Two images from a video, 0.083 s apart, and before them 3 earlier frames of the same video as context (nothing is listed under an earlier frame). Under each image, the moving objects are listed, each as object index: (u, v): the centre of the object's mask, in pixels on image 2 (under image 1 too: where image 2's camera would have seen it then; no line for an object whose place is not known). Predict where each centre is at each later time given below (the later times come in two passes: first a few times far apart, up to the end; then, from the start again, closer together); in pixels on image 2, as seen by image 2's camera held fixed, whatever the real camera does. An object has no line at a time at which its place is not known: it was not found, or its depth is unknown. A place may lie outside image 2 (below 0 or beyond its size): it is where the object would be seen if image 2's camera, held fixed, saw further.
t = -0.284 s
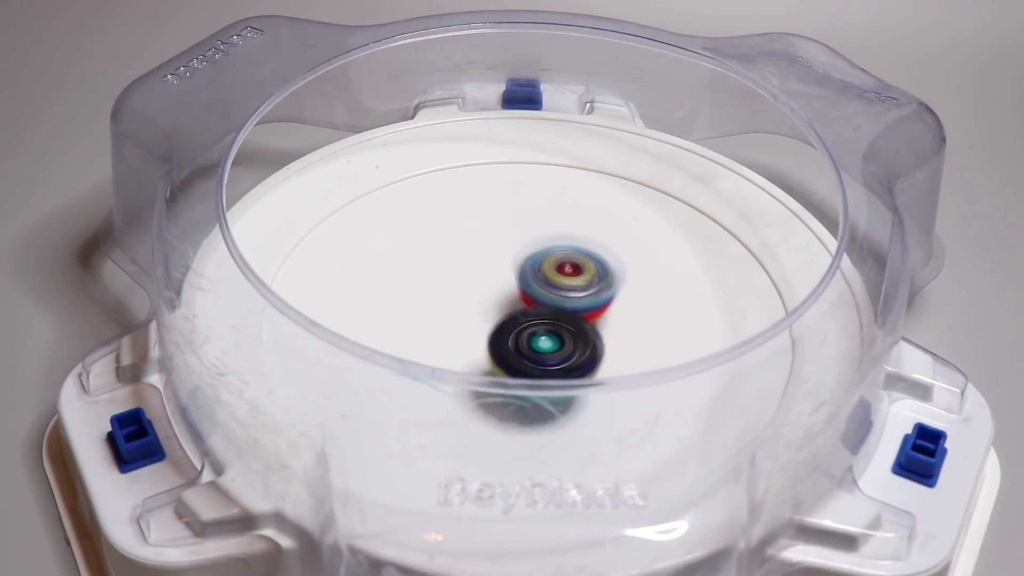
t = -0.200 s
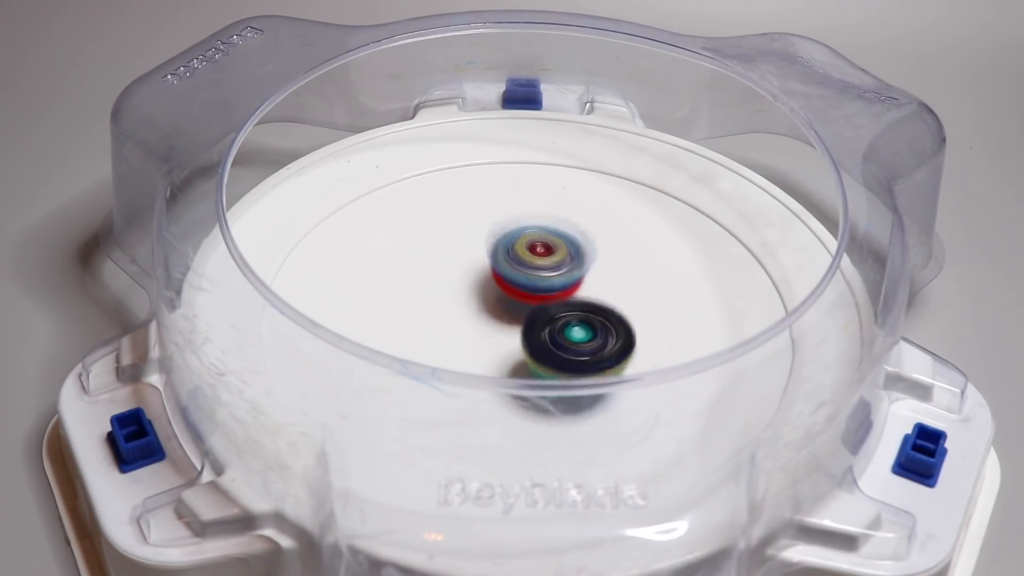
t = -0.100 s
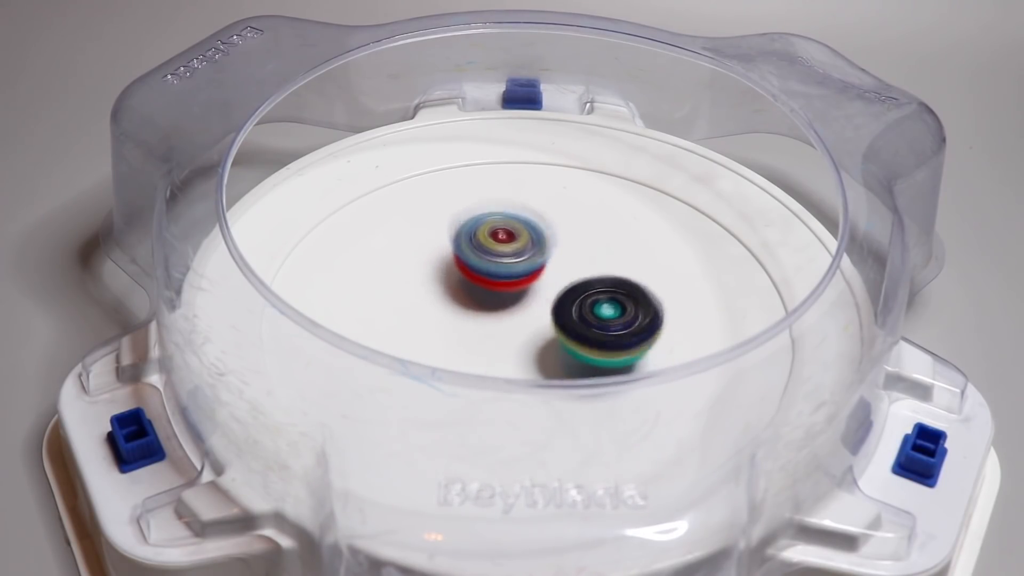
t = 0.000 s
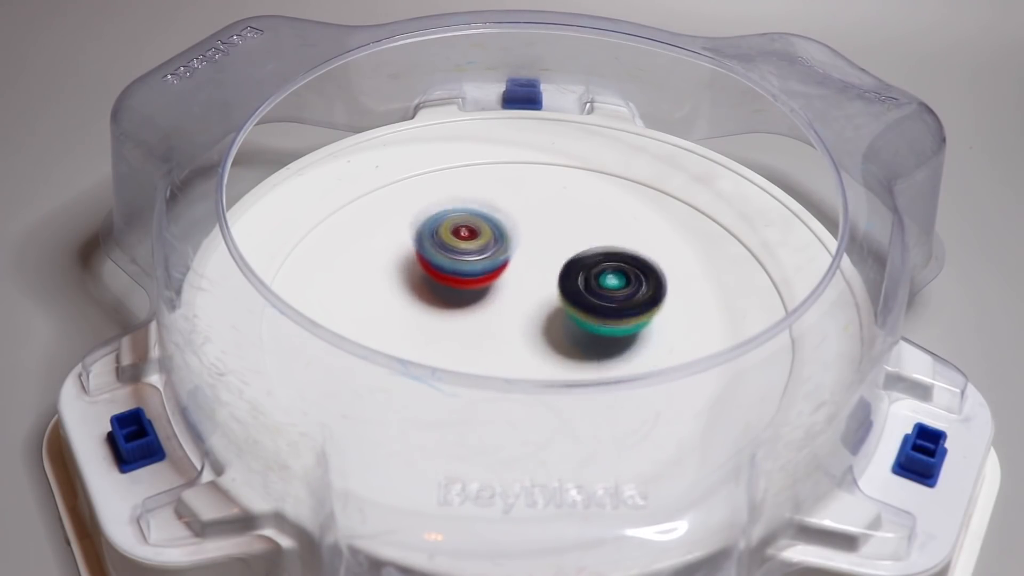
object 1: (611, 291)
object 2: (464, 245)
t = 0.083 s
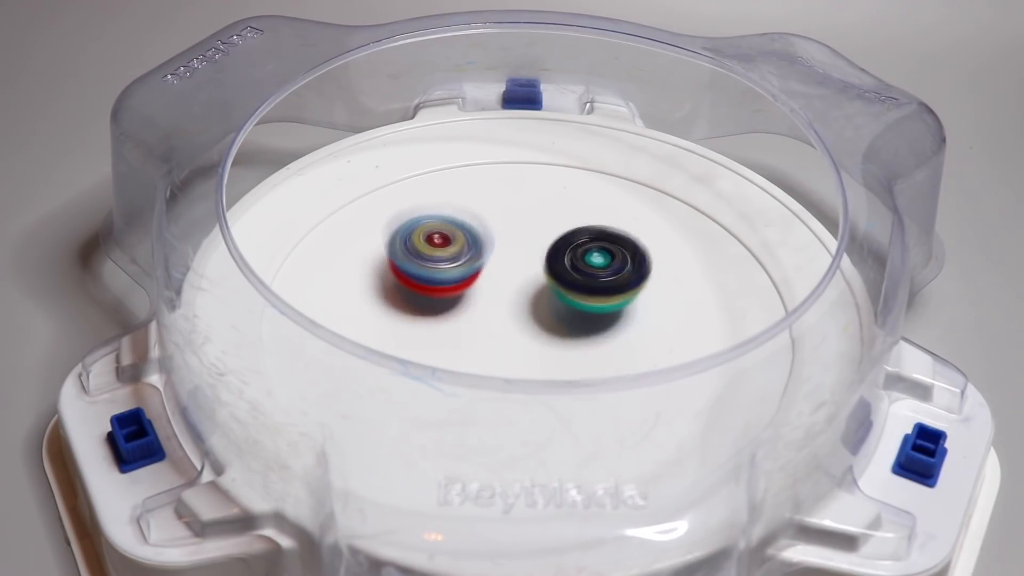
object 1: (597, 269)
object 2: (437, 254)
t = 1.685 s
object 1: (400, 293)
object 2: (614, 335)
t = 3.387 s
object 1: (553, 363)
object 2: (609, 302)
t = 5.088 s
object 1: (460, 293)
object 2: (559, 379)
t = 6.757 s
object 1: (514, 334)
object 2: (585, 245)
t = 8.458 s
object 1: (494, 332)
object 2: (589, 327)
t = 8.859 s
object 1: (494, 332)
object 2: (589, 327)
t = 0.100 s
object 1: (592, 265)
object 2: (432, 257)
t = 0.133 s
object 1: (581, 258)
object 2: (425, 263)
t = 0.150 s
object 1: (575, 255)
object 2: (422, 267)
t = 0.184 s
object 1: (562, 251)
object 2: (417, 274)
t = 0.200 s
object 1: (555, 250)
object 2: (416, 279)
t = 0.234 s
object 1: (541, 248)
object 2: (417, 289)
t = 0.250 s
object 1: (533, 248)
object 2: (418, 293)
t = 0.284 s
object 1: (519, 248)
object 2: (425, 301)
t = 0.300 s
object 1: (513, 249)
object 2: (428, 306)
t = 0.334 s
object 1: (500, 251)
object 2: (435, 316)
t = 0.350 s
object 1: (496, 253)
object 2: (437, 321)
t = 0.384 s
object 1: (486, 256)
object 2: (443, 330)
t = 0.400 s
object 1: (482, 259)
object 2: (447, 334)
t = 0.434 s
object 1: (475, 265)
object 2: (459, 341)
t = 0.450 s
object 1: (473, 268)
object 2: (463, 344)
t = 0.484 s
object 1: (471, 273)
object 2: (473, 365)
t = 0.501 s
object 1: (472, 277)
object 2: (478, 372)
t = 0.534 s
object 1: (475, 285)
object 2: (490, 376)
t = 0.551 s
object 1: (477, 288)
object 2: (499, 377)
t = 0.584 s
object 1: (485, 295)
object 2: (510, 395)
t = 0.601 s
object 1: (490, 299)
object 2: (517, 395)
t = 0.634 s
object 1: (500, 305)
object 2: (534, 399)
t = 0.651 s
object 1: (506, 307)
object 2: (541, 399)
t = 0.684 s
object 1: (520, 310)
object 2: (557, 401)
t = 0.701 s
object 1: (526, 310)
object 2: (564, 400)
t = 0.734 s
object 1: (539, 311)
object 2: (582, 400)
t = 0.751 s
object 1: (546, 310)
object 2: (588, 398)
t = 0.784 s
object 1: (559, 309)
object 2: (602, 395)
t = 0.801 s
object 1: (565, 308)
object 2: (609, 394)
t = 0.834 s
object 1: (577, 304)
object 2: (619, 375)
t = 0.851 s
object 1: (582, 301)
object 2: (626, 374)
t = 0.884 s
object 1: (590, 295)
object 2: (635, 369)
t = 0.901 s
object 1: (593, 292)
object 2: (638, 365)
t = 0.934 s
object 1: (597, 283)
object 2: (644, 360)
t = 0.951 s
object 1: (598, 279)
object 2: (647, 355)
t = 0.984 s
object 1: (595, 269)
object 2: (647, 342)
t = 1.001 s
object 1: (594, 265)
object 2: (648, 340)
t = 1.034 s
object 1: (588, 259)
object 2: (649, 336)
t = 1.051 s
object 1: (584, 255)
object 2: (648, 334)
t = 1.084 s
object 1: (574, 250)
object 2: (644, 329)
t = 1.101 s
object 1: (568, 248)
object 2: (640, 327)
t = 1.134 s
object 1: (557, 246)
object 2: (632, 321)
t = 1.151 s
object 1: (550, 246)
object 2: (626, 318)
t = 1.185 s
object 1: (537, 247)
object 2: (614, 312)
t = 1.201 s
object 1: (530, 247)
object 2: (610, 312)
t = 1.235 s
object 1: (516, 248)
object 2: (597, 311)
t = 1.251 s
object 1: (509, 248)
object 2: (589, 312)
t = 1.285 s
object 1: (489, 242)
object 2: (581, 324)
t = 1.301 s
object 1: (480, 239)
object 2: (577, 330)
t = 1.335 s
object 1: (461, 236)
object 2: (573, 342)
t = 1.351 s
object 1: (453, 235)
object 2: (572, 345)
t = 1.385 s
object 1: (440, 235)
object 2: (574, 353)
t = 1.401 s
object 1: (434, 235)
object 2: (579, 366)
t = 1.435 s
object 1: (423, 237)
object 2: (589, 378)
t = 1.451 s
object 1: (418, 239)
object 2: (596, 377)
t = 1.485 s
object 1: (409, 243)
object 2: (609, 395)
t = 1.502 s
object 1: (405, 245)
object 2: (617, 395)
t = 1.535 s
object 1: (397, 251)
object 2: (628, 392)
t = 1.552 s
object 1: (394, 255)
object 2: (633, 374)
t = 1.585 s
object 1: (390, 263)
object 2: (638, 368)
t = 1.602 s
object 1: (390, 268)
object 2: (637, 363)
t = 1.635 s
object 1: (391, 278)
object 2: (631, 345)
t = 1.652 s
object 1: (393, 283)
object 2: (626, 343)
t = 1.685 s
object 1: (400, 293)
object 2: (614, 335)
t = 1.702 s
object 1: (403, 298)
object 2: (604, 335)
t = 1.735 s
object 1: (415, 307)
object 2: (583, 327)
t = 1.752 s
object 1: (422, 312)
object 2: (572, 322)
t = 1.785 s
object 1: (435, 319)
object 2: (547, 320)
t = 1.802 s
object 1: (420, 320)
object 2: (554, 318)
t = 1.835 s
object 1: (374, 313)
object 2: (593, 314)
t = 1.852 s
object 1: (356, 310)
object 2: (609, 312)
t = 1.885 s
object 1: (312, 314)
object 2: (638, 302)
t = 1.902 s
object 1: (289, 320)
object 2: (650, 297)
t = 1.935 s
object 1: (267, 315)
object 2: (668, 283)
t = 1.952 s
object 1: (263, 315)
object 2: (676, 275)
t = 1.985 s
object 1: (277, 318)
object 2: (682, 258)
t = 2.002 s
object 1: (287, 320)
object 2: (682, 250)
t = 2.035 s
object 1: (312, 319)
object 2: (677, 235)
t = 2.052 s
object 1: (326, 318)
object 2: (671, 226)
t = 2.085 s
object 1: (358, 313)
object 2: (653, 216)
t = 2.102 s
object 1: (371, 315)
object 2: (640, 212)
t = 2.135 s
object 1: (402, 318)
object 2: (614, 209)
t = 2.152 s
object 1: (419, 320)
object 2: (601, 211)
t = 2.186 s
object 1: (451, 318)
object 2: (572, 218)
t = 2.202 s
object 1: (469, 315)
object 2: (560, 224)
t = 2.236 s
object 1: (502, 311)
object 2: (535, 239)
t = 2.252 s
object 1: (510, 320)
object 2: (533, 239)
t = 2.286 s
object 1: (515, 325)
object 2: (539, 233)
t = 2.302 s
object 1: (517, 334)
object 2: (543, 228)
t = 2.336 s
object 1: (522, 343)
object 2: (552, 224)
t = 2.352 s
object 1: (524, 346)
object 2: (555, 222)
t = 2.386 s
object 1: (527, 350)
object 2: (560, 218)
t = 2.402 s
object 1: (532, 363)
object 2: (562, 215)
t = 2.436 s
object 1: (537, 363)
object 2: (564, 210)
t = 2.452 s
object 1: (540, 368)
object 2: (563, 207)
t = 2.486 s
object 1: (542, 351)
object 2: (561, 204)
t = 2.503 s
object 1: (545, 348)
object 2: (560, 204)
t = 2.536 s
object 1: (549, 362)
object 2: (557, 205)
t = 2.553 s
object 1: (550, 351)
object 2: (554, 207)
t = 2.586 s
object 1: (554, 341)
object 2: (550, 212)
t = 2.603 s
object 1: (555, 338)
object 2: (549, 216)
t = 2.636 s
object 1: (555, 343)
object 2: (547, 226)
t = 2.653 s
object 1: (556, 334)
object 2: (547, 231)
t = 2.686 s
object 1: (557, 324)
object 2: (548, 240)
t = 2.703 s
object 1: (557, 326)
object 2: (550, 245)
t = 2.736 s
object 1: (557, 324)
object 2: (557, 244)
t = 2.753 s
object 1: (554, 325)
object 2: (560, 246)
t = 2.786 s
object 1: (553, 327)
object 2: (567, 247)
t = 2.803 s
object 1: (553, 327)
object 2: (570, 248)
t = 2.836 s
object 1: (553, 325)
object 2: (576, 249)
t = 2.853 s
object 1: (553, 324)
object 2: (580, 250)
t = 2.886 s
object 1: (551, 327)
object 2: (588, 251)
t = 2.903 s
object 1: (551, 325)
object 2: (591, 251)
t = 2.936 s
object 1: (549, 327)
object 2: (597, 253)
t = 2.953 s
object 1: (551, 327)
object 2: (600, 253)
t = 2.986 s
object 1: (551, 327)
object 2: (603, 255)
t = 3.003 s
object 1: (553, 327)
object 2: (605, 256)
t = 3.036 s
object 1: (558, 328)
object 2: (608, 258)
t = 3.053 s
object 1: (559, 328)
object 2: (609, 258)
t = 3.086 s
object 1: (566, 330)
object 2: (611, 262)
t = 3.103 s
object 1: (567, 331)
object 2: (613, 263)
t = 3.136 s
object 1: (567, 336)
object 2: (616, 266)
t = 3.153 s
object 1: (567, 338)
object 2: (616, 267)
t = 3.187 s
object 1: (568, 341)
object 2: (620, 270)
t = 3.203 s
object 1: (567, 342)
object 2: (619, 272)
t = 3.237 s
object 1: (569, 345)
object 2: (619, 275)
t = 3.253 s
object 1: (568, 345)
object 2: (617, 278)
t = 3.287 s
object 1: (566, 349)
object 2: (615, 282)
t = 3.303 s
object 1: (567, 350)
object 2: (614, 285)
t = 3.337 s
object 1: (560, 352)
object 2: (612, 292)
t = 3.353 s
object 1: (559, 353)
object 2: (611, 295)
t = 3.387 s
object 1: (553, 363)
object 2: (609, 302)
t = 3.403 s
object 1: (550, 365)
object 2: (606, 306)
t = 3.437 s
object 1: (542, 369)
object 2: (606, 311)
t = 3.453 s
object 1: (535, 371)
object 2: (605, 315)
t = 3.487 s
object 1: (528, 372)
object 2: (605, 320)
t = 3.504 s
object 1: (524, 372)
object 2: (605, 322)
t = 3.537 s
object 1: (515, 373)
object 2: (604, 328)
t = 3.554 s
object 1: (512, 371)
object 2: (603, 330)
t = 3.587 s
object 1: (503, 368)
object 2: (602, 334)
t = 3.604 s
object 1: (498, 367)
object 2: (601, 335)
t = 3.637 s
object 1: (484, 363)
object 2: (605, 336)
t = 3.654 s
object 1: (479, 361)
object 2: (607, 335)
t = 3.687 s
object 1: (474, 350)
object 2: (609, 335)
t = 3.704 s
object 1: (469, 348)
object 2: (609, 335)
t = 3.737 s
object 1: (466, 345)
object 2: (610, 333)
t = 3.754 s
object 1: (464, 343)
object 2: (608, 334)
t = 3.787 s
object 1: (462, 340)
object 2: (606, 332)
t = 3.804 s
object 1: (463, 338)
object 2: (602, 332)
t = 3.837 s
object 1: (462, 335)
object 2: (597, 331)
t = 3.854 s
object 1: (464, 334)
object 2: (594, 330)
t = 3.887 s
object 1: (465, 330)
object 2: (586, 329)
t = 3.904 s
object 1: (468, 329)
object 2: (583, 327)
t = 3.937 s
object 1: (466, 325)
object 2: (580, 329)
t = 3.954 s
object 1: (462, 322)
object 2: (583, 329)
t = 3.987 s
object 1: (458, 317)
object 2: (593, 327)
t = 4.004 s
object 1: (458, 317)
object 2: (596, 326)
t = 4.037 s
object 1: (462, 311)
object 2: (601, 323)
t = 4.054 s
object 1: (465, 309)
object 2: (603, 321)
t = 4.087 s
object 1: (474, 309)
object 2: (606, 317)
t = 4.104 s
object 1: (475, 313)
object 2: (606, 315)
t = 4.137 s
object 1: (485, 309)
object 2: (605, 311)
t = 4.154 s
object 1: (487, 308)
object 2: (604, 308)
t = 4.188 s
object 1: (479, 305)
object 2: (611, 308)
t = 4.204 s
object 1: (464, 298)
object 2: (628, 308)
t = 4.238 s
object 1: (430, 289)
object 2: (658, 307)
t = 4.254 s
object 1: (418, 284)
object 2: (669, 306)
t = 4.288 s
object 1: (394, 276)
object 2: (688, 304)
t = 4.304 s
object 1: (385, 270)
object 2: (696, 303)
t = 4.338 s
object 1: (371, 265)
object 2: (712, 300)
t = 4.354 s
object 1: (367, 259)
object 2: (718, 298)
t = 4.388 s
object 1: (362, 256)
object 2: (731, 294)
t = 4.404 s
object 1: (363, 255)
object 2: (736, 292)
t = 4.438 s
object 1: (365, 253)
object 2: (746, 287)
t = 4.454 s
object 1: (369, 253)
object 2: (749, 285)
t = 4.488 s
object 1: (376, 254)
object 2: (751, 280)
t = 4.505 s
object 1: (379, 255)
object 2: (748, 278)
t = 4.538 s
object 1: (391, 258)
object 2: (740, 274)
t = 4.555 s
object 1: (397, 260)
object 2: (735, 274)
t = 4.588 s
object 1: (411, 265)
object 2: (719, 276)
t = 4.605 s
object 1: (417, 266)
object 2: (708, 277)
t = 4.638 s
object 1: (432, 272)
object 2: (689, 282)
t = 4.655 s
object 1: (440, 276)
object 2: (679, 284)
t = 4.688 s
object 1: (453, 280)
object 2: (659, 291)
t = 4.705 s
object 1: (462, 285)
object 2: (648, 294)
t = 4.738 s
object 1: (475, 293)
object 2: (629, 298)
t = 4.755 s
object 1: (480, 294)
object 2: (619, 303)
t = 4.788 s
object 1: (484, 297)
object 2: (608, 310)
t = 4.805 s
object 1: (477, 294)
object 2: (610, 313)
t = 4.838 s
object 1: (462, 295)
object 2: (615, 324)
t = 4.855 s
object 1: (455, 293)
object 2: (616, 331)
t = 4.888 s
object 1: (448, 289)
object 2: (610, 338)
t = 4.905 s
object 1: (444, 292)
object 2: (606, 341)
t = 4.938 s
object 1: (441, 292)
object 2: (599, 345)
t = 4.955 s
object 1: (441, 293)
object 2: (595, 348)
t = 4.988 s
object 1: (443, 294)
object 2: (586, 352)
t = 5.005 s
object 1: (445, 292)
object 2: (582, 366)
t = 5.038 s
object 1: (450, 292)
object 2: (573, 376)
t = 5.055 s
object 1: (454, 292)
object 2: (568, 379)
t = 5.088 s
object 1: (460, 293)
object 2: (559, 379)
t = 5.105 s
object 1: (462, 293)
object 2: (555, 395)
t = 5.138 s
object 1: (469, 295)
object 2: (545, 402)
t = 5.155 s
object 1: (471, 294)
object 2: (541, 405)
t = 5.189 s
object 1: (477, 298)
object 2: (533, 410)
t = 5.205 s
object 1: (480, 300)
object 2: (529, 408)
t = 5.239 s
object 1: (483, 302)
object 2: (525, 409)
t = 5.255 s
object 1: (484, 303)
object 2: (525, 406)
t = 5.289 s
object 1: (485, 306)
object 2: (521, 407)
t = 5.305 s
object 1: (485, 306)
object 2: (518, 407)
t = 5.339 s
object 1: (484, 310)
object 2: (513, 401)
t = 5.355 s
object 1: (484, 309)
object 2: (511, 397)
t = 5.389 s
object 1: (487, 309)
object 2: (505, 394)
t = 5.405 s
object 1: (488, 307)
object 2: (502, 394)
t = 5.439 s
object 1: (493, 304)
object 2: (498, 394)
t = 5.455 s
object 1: (496, 304)
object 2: (495, 396)
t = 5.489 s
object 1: (500, 300)
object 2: (492, 399)
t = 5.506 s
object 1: (503, 300)
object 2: (491, 398)
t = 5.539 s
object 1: (506, 301)
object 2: (490, 395)
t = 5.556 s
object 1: (507, 301)
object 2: (492, 394)
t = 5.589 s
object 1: (510, 299)
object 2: (491, 393)
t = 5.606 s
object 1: (509, 299)
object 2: (490, 393)
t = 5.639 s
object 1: (511, 300)
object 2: (490, 376)
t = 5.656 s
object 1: (510, 298)
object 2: (490, 375)
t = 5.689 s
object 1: (517, 300)
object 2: (487, 367)
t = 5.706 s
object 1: (523, 299)
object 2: (479, 364)
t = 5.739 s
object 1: (534, 290)
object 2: (473, 349)
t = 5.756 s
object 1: (540, 288)
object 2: (466, 346)
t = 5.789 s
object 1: (551, 281)
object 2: (463, 342)
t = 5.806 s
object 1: (557, 279)
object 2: (458, 340)
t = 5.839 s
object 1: (566, 272)
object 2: (456, 335)
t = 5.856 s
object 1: (571, 273)
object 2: (453, 332)
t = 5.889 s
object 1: (575, 266)
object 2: (453, 326)
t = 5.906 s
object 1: (580, 266)
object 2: (453, 322)
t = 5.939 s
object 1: (583, 268)
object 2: (454, 315)
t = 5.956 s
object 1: (584, 267)
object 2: (455, 310)
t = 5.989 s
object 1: (590, 267)
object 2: (460, 304)
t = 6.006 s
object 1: (589, 272)
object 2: (461, 299)
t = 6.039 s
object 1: (587, 275)
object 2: (467, 292)
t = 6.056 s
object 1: (586, 277)
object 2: (470, 288)
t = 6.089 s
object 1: (584, 282)
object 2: (478, 283)
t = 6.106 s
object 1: (582, 288)
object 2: (481, 279)
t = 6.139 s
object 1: (589, 297)
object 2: (479, 268)
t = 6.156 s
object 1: (593, 301)
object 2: (478, 264)
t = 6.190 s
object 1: (595, 312)
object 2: (481, 257)
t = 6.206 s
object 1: (597, 321)
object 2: (482, 254)
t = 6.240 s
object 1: (596, 334)
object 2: (485, 249)
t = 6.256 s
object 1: (596, 332)
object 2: (487, 247)
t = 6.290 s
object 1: (592, 330)
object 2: (491, 240)
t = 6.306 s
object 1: (587, 332)
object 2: (496, 238)
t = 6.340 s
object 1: (581, 334)
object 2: (502, 236)
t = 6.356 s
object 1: (577, 334)
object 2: (504, 234)
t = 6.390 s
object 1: (568, 333)
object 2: (512, 231)
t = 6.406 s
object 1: (565, 334)
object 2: (515, 230)
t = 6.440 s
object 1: (558, 333)
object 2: (522, 230)
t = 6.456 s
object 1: (557, 332)
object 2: (524, 230)
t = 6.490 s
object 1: (554, 333)
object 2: (531, 232)
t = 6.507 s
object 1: (553, 329)
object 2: (534, 232)
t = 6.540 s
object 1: (554, 321)
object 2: (540, 233)
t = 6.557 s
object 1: (551, 315)
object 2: (546, 233)
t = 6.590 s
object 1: (546, 319)
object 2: (555, 233)
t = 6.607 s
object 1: (542, 322)
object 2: (558, 234)
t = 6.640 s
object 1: (529, 325)
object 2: (564, 236)
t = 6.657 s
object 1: (526, 325)
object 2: (567, 237)
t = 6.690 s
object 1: (522, 326)
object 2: (575, 240)
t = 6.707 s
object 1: (519, 327)
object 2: (578, 241)
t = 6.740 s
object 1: (516, 329)
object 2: (583, 243)
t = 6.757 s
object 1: (514, 334)
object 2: (585, 245)
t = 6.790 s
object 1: (512, 331)
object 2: (591, 250)
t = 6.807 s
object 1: (511, 327)
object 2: (594, 253)
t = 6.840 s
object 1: (511, 323)
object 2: (596, 256)
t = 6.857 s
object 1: (509, 323)
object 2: (596, 259)
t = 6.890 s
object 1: (507, 323)
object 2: (597, 266)
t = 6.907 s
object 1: (508, 323)
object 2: (599, 270)
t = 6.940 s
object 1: (503, 328)
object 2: (597, 276)
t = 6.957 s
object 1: (501, 328)
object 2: (596, 279)
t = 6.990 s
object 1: (504, 329)
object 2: (594, 285)
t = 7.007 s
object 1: (503, 329)
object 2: (594, 289)
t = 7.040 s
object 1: (487, 331)
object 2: (603, 292)
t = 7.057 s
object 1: (481, 331)
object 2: (605, 295)
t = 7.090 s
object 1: (472, 333)
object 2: (607, 302)
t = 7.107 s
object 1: (469, 333)
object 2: (607, 306)
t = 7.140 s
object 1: (467, 335)
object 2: (602, 312)
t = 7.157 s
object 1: (465, 337)
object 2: (600, 315)
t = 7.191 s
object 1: (465, 338)
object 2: (595, 320)
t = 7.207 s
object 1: (465, 339)
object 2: (591, 322)
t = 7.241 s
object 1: (467, 343)
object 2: (586, 324)
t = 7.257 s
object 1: (468, 344)
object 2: (582, 322)
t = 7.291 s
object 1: (469, 345)
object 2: (577, 323)
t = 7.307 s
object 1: (468, 344)
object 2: (578, 323)
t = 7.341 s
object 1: (469, 345)
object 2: (579, 321)
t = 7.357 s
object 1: (470, 345)
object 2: (580, 321)
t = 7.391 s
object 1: (474, 344)
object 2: (583, 319)
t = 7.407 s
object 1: (476, 344)
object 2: (584, 318)
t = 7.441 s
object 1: (480, 345)
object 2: (582, 318)
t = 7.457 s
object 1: (481, 344)
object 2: (581, 316)
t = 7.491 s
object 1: (479, 344)
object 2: (587, 317)
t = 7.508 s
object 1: (478, 344)
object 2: (587, 315)
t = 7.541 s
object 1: (479, 343)
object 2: (590, 315)
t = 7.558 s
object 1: (479, 342)
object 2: (589, 316)
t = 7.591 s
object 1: (481, 343)
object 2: (589, 317)
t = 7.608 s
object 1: (482, 342)
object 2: (588, 317)
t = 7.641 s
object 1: (482, 341)
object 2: (591, 320)
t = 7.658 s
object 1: (483, 340)
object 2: (592, 319)
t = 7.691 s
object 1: (484, 339)
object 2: (595, 318)
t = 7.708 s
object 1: (485, 338)
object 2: (594, 321)
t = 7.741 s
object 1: (486, 337)
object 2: (593, 322)
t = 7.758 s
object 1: (487, 337)
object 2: (593, 321)
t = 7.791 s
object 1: (488, 337)
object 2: (593, 321)
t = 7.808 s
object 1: (490, 336)
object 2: (593, 321)
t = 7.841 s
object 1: (492, 336)
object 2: (591, 323)
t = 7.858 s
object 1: (492, 335)
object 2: (592, 323)
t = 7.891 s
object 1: (492, 335)
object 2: (590, 325)
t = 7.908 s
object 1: (492, 334)
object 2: (589, 327)
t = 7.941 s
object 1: (492, 333)
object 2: (589, 329)
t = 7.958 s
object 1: (492, 333)
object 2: (589, 330)
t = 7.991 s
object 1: (492, 333)
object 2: (590, 330)
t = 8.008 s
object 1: (493, 332)
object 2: (590, 330)
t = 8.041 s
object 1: (494, 332)
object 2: (589, 330)
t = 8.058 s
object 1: (494, 332)
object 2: (589, 329)
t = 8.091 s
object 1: (494, 332)
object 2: (590, 326)
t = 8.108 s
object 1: (494, 332)
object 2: (591, 325)
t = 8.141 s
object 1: (494, 332)
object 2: (592, 323)
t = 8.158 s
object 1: (494, 332)
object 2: (593, 322)
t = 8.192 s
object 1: (494, 332)
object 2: (594, 321)
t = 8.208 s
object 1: (494, 332)
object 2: (595, 321)
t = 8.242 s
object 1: (494, 332)
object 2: (594, 321)
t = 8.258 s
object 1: (494, 332)
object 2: (593, 321)
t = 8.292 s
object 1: (494, 332)
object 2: (593, 322)
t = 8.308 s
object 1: (494, 332)
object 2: (592, 322)
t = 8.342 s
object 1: (494, 332)
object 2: (592, 323)
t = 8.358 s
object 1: (494, 332)
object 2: (591, 323)
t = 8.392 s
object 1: (494, 332)
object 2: (591, 324)
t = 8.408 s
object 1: (494, 332)
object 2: (590, 325)
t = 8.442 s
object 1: (494, 332)
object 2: (590, 326)
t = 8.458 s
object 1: (494, 332)
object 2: (589, 327)
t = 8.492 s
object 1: (494, 332)
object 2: (588, 329)
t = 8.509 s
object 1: (494, 332)
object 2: (589, 329)
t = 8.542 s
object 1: (494, 332)
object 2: (589, 329)
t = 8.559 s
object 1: (494, 332)
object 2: (588, 329)
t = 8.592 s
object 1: (494, 332)
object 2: (589, 328)
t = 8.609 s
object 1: (494, 332)
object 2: (589, 327)
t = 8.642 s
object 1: (494, 332)
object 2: (590, 326)
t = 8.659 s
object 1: (494, 332)
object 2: (590, 325)
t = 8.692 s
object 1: (494, 332)
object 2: (591, 324)
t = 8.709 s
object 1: (494, 332)
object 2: (591, 324)
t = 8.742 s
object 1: (494, 332)
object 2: (591, 324)
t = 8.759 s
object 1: (494, 332)
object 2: (591, 324)
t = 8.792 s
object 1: (494, 332)
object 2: (590, 325)
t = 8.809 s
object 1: (494, 332)
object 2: (590, 325)
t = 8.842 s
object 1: (494, 332)
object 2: (589, 326)
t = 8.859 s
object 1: (494, 332)
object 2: (589, 327)
